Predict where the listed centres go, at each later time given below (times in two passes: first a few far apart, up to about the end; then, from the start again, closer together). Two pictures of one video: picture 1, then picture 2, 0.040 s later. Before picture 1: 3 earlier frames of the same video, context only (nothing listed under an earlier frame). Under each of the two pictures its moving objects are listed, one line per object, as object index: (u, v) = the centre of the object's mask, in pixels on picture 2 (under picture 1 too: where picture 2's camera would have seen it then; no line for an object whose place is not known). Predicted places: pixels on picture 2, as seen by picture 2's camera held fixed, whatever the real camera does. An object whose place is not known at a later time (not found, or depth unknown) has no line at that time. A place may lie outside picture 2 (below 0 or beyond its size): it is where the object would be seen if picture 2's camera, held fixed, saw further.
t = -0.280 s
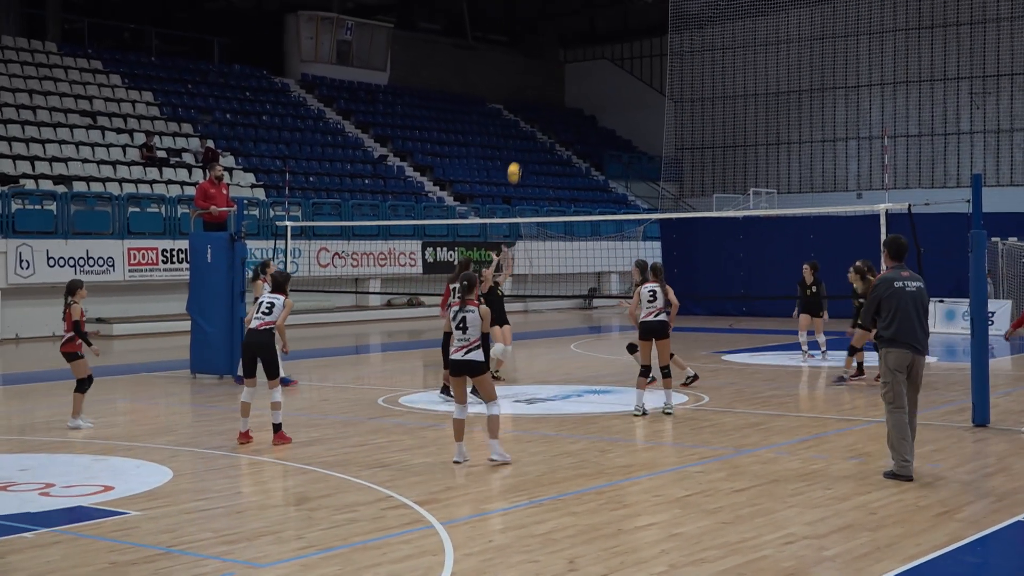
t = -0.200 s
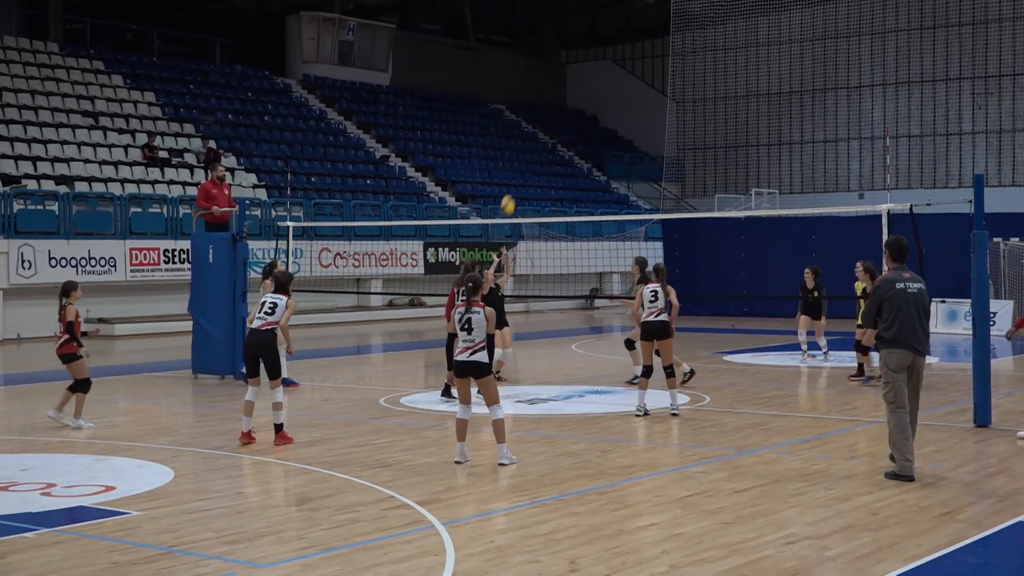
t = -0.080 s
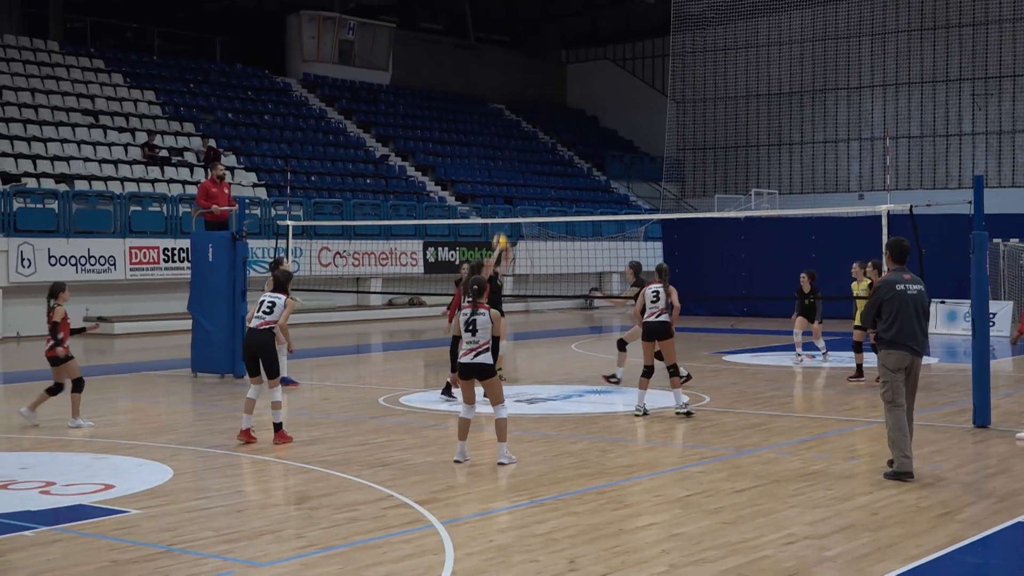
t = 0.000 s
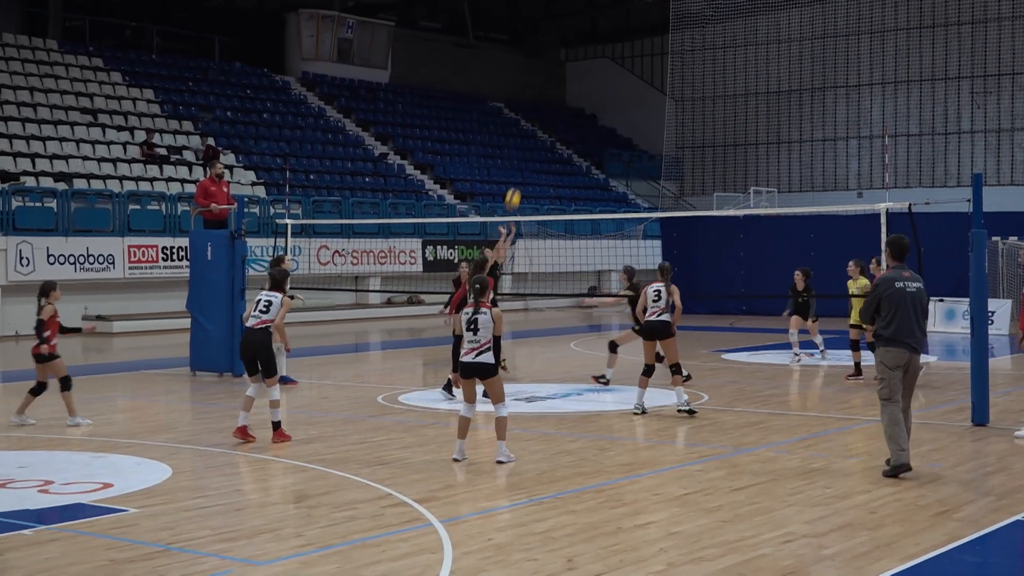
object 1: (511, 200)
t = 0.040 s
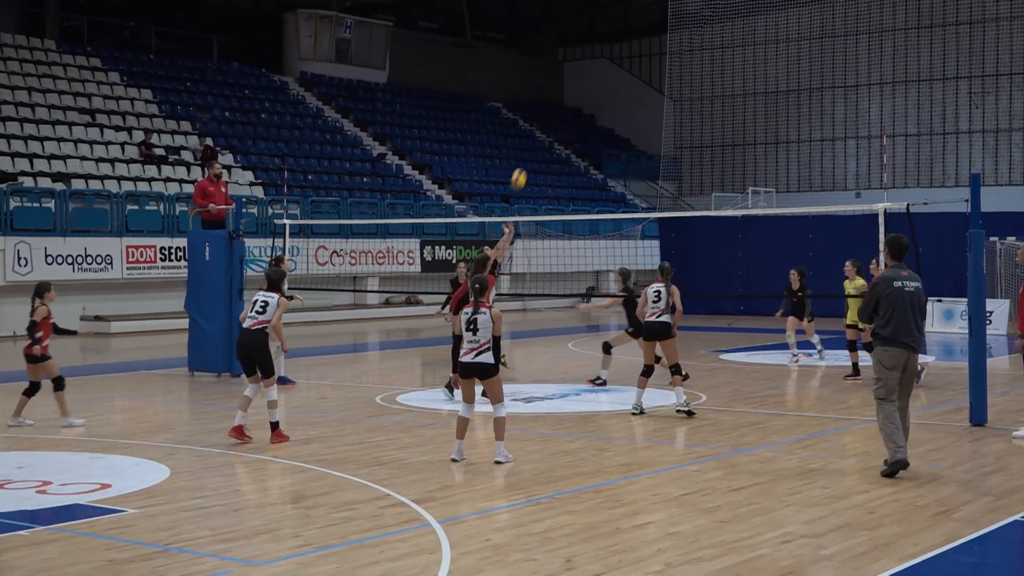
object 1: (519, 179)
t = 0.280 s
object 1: (564, 80)
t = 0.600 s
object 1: (625, 12)
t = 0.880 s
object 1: (680, 12)
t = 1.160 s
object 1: (736, 71)
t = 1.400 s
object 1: (785, 173)
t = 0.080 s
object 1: (526, 160)
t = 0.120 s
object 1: (534, 142)
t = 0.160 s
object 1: (542, 125)
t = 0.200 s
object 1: (549, 109)
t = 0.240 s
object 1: (556, 94)
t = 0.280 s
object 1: (564, 80)
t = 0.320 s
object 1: (572, 68)
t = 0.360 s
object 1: (579, 56)
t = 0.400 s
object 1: (587, 46)
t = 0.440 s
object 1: (595, 37)
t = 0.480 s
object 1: (602, 29)
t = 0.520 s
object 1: (610, 22)
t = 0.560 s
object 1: (618, 16)
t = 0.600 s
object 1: (625, 12)
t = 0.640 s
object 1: (633, 9)
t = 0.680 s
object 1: (641, 8)
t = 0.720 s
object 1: (648, 8)
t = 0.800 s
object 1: (664, 8)
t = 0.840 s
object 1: (672, 10)
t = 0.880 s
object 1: (680, 12)
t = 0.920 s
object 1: (688, 15)
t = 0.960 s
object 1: (696, 21)
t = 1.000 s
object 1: (704, 29)
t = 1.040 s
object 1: (713, 37)
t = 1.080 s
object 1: (721, 47)
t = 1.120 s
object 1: (729, 58)
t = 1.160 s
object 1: (736, 71)
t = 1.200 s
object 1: (745, 84)
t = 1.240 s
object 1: (753, 100)
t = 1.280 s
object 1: (761, 116)
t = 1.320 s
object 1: (769, 134)
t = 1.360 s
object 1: (777, 153)
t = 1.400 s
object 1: (785, 173)
